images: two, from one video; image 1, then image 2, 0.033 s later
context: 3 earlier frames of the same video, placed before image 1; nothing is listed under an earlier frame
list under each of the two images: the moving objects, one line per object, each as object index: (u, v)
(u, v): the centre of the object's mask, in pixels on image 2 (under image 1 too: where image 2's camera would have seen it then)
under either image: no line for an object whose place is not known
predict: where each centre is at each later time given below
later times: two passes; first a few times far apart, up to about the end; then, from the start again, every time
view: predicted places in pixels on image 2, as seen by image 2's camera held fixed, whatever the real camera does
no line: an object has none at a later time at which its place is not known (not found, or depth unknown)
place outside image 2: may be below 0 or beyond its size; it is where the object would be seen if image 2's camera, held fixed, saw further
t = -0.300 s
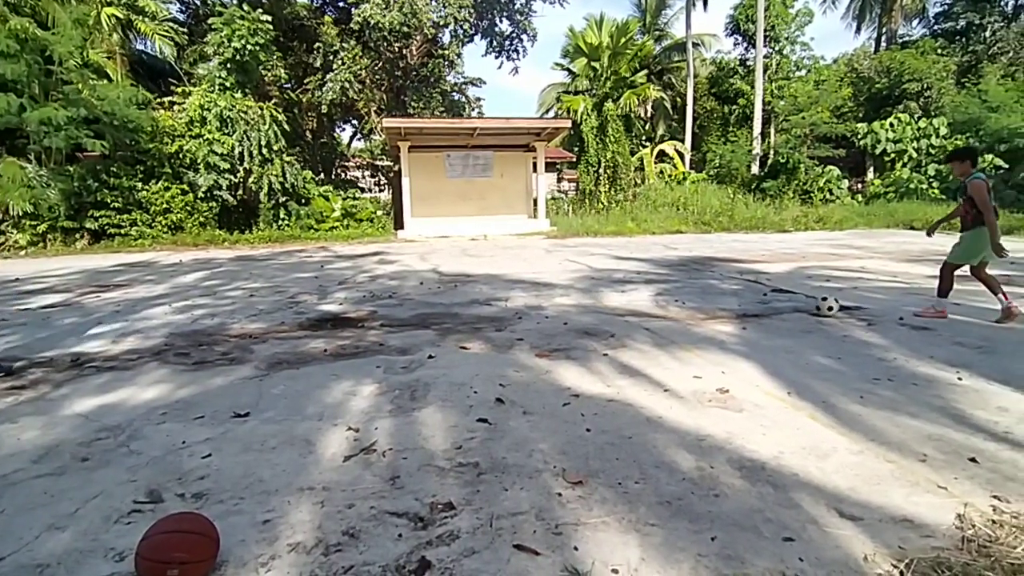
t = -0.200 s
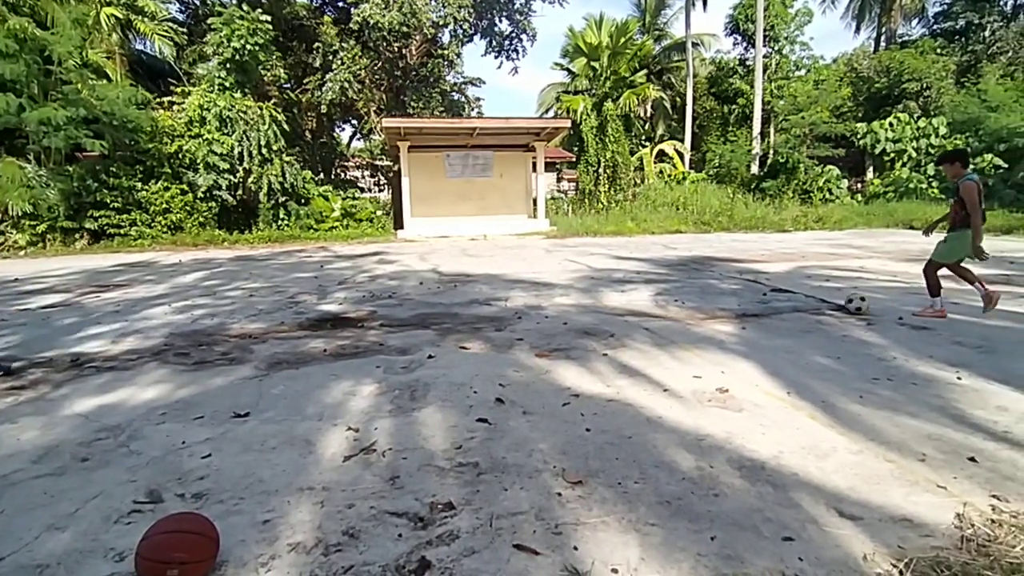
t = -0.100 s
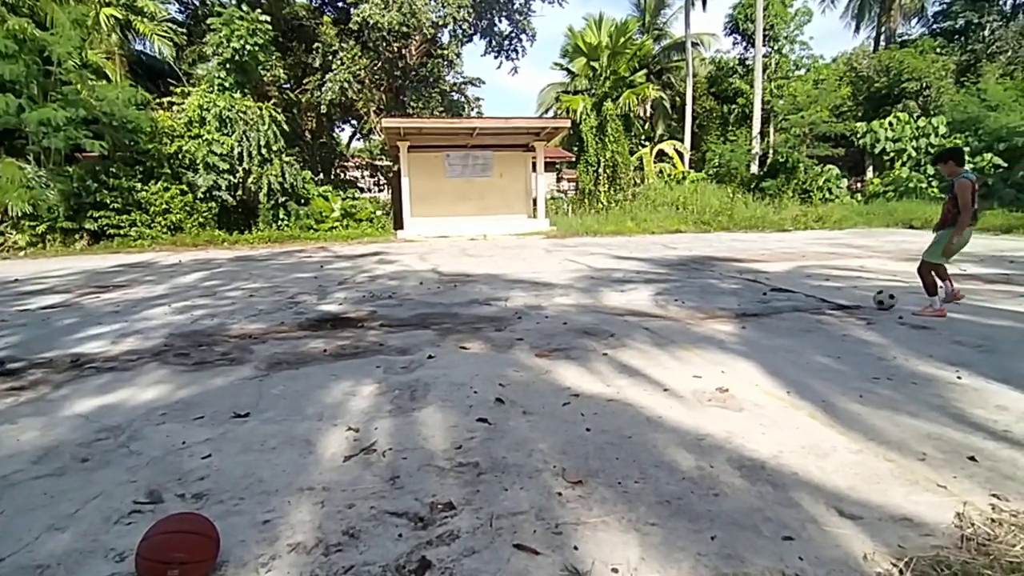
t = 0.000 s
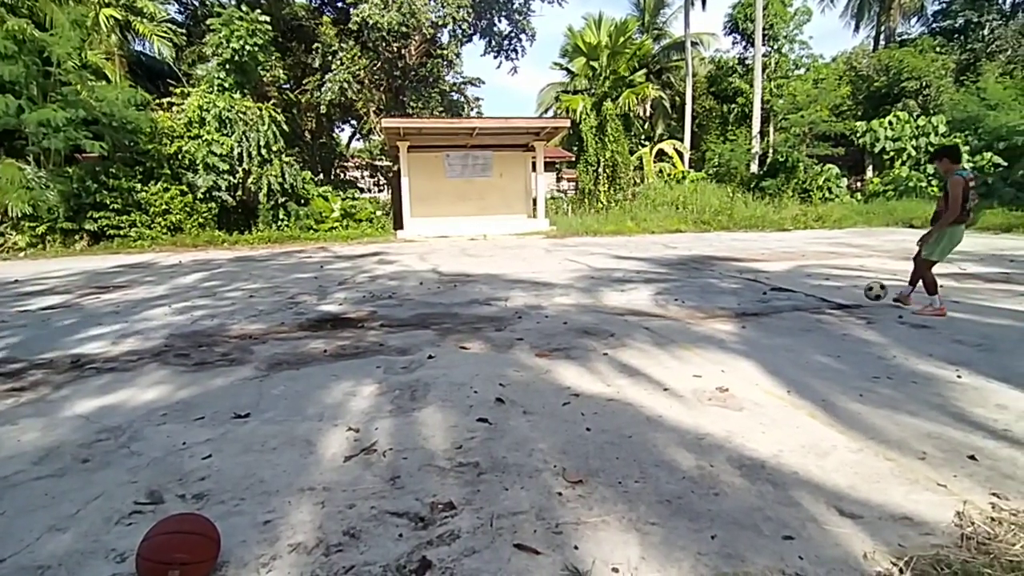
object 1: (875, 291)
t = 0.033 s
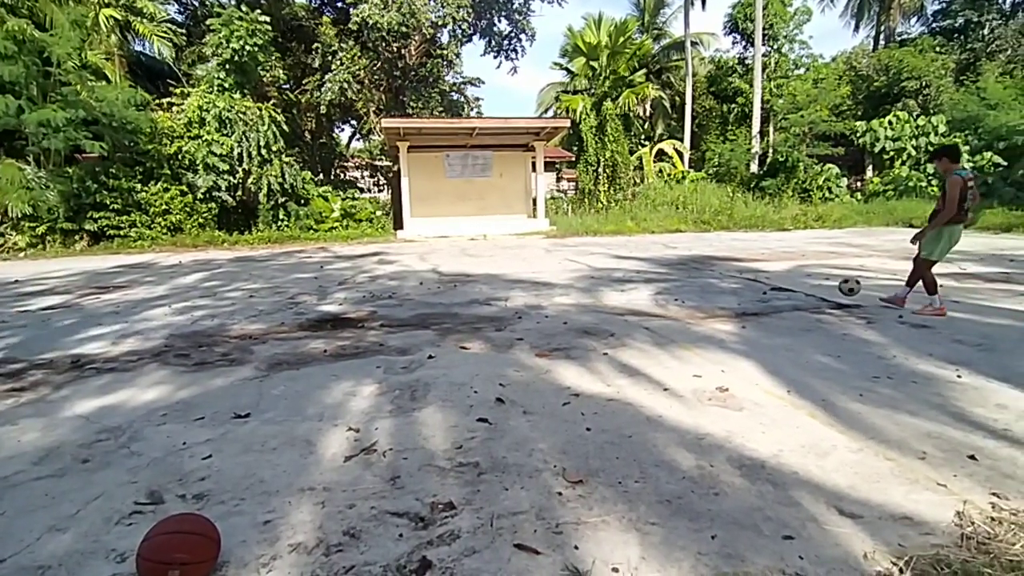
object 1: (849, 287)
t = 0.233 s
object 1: (705, 282)
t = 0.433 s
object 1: (604, 280)
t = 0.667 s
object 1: (523, 281)
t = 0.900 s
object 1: (464, 277)
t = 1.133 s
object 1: (411, 278)
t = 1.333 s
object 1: (370, 278)
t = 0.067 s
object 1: (824, 283)
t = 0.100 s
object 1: (799, 281)
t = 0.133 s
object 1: (774, 279)
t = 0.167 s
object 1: (750, 279)
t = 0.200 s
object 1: (727, 280)
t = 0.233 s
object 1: (705, 282)
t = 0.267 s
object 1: (683, 284)
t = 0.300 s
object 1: (662, 287)
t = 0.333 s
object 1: (644, 287)
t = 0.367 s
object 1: (630, 284)
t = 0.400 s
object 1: (618, 282)
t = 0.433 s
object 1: (604, 280)
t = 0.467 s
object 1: (590, 280)
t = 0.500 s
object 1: (577, 280)
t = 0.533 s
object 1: (564, 282)
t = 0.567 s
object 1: (551, 284)
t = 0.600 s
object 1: (541, 285)
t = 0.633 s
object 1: (532, 283)
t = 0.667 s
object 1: (523, 281)
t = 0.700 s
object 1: (514, 280)
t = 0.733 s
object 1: (505, 279)
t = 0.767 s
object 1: (496, 280)
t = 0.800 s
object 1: (488, 282)
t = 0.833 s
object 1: (480, 281)
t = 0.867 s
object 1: (472, 279)
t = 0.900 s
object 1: (464, 277)
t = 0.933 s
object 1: (455, 277)
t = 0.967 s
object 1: (448, 277)
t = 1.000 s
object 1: (440, 278)
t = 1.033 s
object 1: (433, 280)
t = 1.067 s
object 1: (426, 280)
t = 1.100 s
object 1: (418, 280)
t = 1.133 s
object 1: (411, 278)
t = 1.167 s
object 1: (404, 278)
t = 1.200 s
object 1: (397, 279)
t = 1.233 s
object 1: (390, 279)
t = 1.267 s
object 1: (383, 278)
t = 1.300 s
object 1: (377, 278)
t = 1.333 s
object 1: (370, 278)
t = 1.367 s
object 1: (363, 278)
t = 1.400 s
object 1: (358, 277)
